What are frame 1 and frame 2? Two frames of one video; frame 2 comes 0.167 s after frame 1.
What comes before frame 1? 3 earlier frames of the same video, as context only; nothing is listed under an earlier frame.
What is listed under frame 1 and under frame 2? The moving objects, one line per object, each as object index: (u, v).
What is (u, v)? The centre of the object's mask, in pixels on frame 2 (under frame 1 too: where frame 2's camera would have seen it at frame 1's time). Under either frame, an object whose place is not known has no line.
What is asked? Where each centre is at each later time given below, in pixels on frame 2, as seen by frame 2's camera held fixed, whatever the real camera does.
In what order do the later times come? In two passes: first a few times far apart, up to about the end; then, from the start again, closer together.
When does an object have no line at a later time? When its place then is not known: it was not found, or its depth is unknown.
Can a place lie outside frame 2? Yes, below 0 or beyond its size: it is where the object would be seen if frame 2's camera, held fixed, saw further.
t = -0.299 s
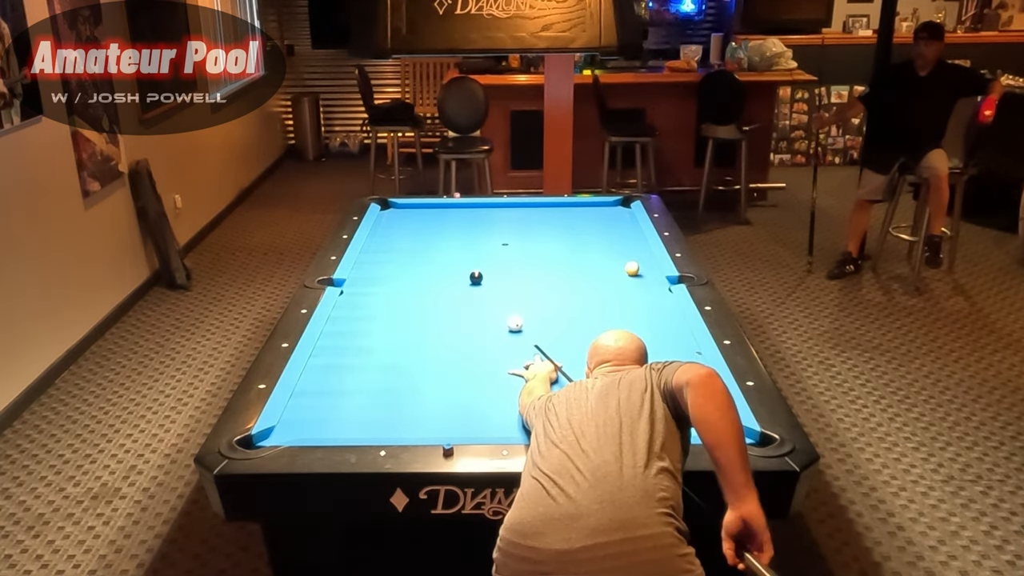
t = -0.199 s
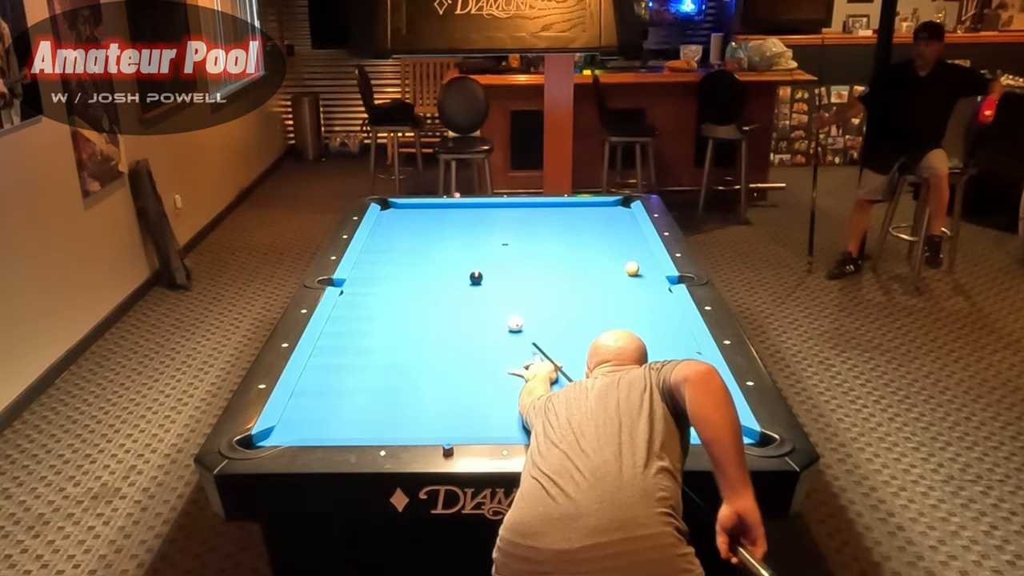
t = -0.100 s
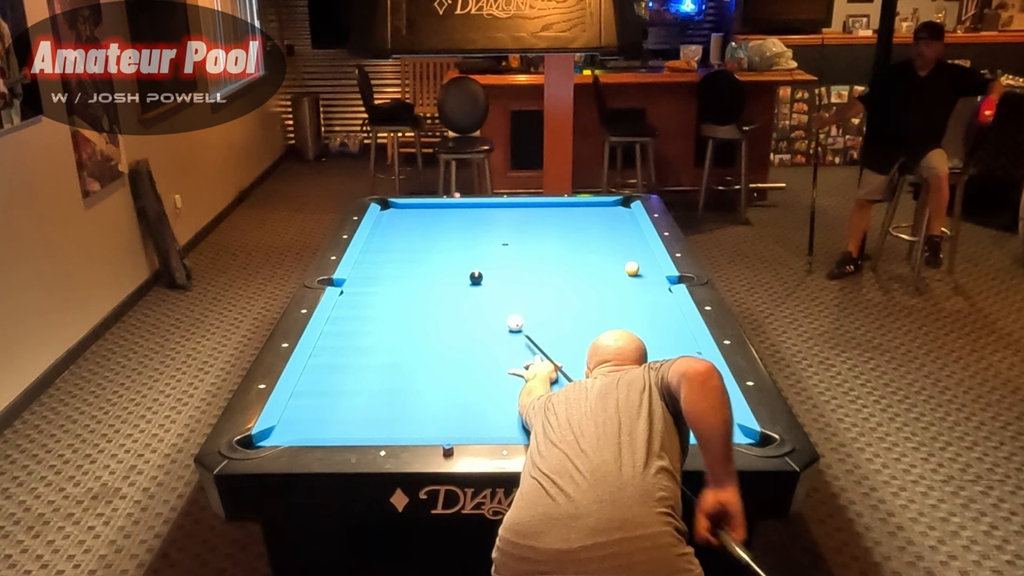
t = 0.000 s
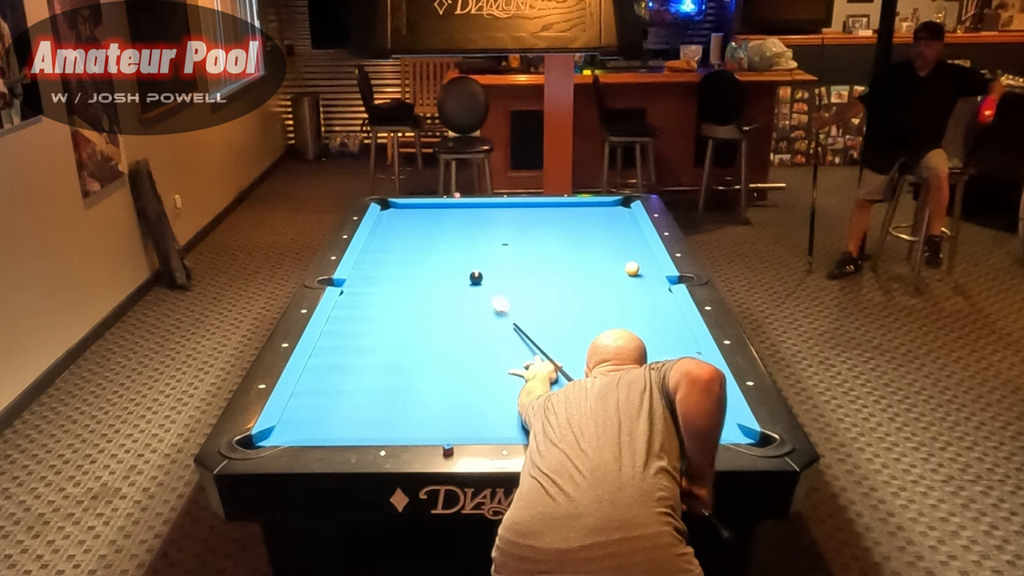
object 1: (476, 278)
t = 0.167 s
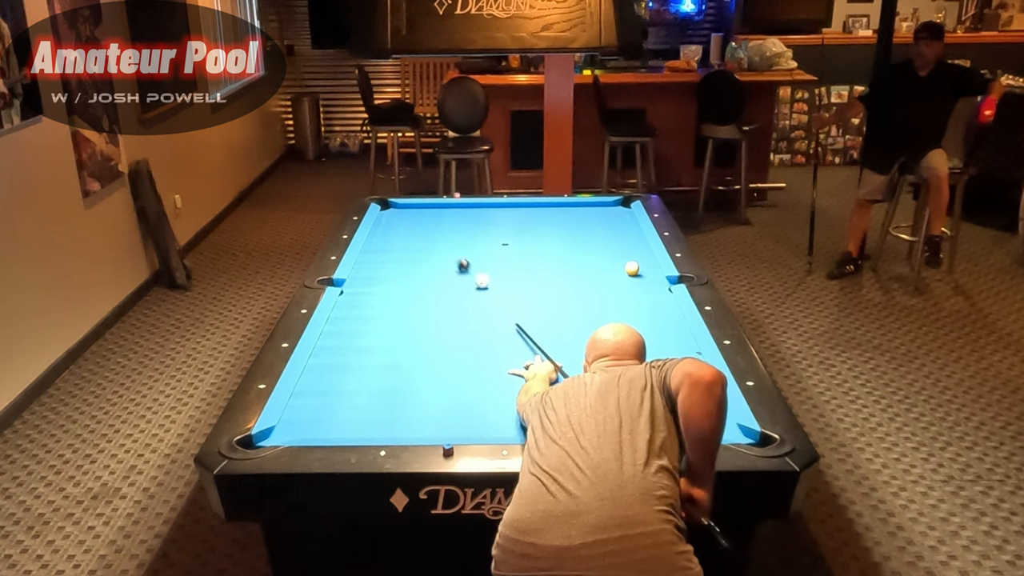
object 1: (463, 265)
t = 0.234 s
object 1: (452, 255)
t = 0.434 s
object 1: (427, 232)
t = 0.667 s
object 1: (404, 210)
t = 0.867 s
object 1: (385, 211)
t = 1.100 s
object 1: (397, 219)
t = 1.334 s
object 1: (409, 226)
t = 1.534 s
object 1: (420, 232)
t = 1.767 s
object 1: (433, 239)
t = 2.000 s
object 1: (446, 246)
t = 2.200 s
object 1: (457, 253)
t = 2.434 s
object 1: (470, 260)
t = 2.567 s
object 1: (475, 264)
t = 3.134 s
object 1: (487, 276)
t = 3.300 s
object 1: (490, 280)
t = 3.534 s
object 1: (489, 283)
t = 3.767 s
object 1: (487, 286)
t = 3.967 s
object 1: (487, 288)
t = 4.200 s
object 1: (486, 290)
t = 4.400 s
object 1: (486, 291)
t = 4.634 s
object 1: (486, 292)
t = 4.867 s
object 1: (486, 293)
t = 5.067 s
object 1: (487, 294)
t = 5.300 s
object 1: (487, 294)
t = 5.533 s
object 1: (487, 294)
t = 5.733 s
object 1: (487, 294)
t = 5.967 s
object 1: (487, 294)
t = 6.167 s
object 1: (487, 294)
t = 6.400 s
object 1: (487, 294)
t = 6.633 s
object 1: (487, 294)
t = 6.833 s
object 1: (487, 294)
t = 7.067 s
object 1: (487, 294)
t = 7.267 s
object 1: (487, 294)
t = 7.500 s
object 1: (487, 293)
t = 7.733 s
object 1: (487, 294)
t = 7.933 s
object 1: (487, 294)
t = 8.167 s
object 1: (487, 294)
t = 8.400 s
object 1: (487, 294)
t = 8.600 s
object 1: (487, 294)
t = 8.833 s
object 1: (487, 294)
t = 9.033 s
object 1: (487, 294)
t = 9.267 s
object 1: (487, 293)
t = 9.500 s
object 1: (487, 293)
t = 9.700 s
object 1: (487, 293)
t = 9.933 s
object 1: (487, 293)
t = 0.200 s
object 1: (458, 260)
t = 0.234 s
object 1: (452, 255)
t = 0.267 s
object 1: (447, 250)
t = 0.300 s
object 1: (443, 246)
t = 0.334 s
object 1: (438, 243)
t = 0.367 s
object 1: (434, 238)
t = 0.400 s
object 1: (431, 235)
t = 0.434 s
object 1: (427, 232)
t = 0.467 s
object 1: (423, 228)
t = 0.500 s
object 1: (420, 225)
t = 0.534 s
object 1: (417, 222)
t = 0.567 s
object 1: (413, 218)
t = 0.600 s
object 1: (410, 216)
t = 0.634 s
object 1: (407, 213)
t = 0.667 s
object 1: (404, 210)
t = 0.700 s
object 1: (401, 208)
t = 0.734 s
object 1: (397, 205)
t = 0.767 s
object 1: (393, 207)
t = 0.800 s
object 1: (389, 209)
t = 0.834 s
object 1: (387, 210)
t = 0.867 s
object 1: (385, 211)
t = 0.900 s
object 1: (387, 212)
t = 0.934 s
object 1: (389, 213)
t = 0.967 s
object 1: (390, 215)
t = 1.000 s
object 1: (392, 216)
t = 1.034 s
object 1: (394, 217)
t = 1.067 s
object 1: (395, 218)
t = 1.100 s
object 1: (397, 219)
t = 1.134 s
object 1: (399, 220)
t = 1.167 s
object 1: (401, 221)
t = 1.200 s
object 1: (403, 222)
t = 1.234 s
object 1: (404, 223)
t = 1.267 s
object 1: (406, 223)
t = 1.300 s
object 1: (408, 225)
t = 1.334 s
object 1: (409, 226)
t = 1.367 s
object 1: (411, 227)
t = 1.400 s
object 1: (413, 228)
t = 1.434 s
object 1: (415, 229)
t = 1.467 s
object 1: (417, 230)
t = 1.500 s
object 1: (419, 231)
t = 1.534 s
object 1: (420, 232)
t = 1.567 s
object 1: (422, 233)
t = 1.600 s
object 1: (424, 234)
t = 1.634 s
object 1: (426, 235)
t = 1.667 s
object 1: (427, 236)
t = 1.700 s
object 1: (429, 237)
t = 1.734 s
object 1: (431, 238)
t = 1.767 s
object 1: (433, 239)
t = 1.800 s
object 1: (435, 240)
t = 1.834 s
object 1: (437, 241)
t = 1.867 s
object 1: (438, 242)
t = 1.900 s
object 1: (440, 243)
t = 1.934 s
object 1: (442, 244)
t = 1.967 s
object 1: (444, 245)
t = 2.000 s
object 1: (446, 246)
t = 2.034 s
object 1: (448, 247)
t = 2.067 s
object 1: (450, 248)
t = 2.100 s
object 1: (451, 249)
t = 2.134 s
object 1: (453, 251)
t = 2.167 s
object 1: (455, 251)
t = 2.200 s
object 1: (457, 253)
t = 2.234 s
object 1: (459, 254)
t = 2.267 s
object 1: (461, 255)
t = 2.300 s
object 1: (463, 256)
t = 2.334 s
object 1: (465, 257)
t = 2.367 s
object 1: (467, 258)
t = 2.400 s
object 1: (468, 259)
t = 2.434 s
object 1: (470, 260)
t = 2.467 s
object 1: (472, 261)
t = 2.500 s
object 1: (473, 262)
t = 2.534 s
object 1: (474, 262)
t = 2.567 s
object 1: (475, 264)
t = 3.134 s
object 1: (487, 276)
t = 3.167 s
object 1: (487, 278)
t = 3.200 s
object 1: (488, 278)
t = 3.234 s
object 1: (489, 279)
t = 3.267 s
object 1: (489, 279)
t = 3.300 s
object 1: (490, 280)
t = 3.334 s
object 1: (490, 280)
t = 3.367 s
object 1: (490, 281)
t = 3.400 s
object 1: (490, 281)
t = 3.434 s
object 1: (489, 282)
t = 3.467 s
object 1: (489, 282)
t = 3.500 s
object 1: (489, 283)
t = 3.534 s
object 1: (489, 283)
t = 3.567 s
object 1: (488, 283)
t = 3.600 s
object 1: (488, 284)
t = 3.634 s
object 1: (488, 284)
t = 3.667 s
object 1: (488, 285)
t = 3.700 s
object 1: (488, 285)
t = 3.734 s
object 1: (488, 286)
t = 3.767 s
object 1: (487, 286)
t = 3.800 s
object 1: (487, 286)
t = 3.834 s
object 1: (487, 287)
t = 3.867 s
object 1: (487, 287)
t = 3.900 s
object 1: (487, 287)
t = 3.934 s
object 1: (487, 287)
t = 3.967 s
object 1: (487, 288)
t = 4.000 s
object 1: (486, 288)
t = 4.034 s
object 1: (486, 288)
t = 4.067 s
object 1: (486, 289)
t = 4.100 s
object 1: (486, 289)
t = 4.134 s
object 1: (486, 289)
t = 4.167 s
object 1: (486, 289)
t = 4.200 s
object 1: (486, 290)
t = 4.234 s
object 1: (486, 290)
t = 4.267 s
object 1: (486, 290)
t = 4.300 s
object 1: (486, 291)
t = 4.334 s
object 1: (486, 291)
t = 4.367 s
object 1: (486, 291)
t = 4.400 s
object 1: (486, 291)
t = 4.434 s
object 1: (486, 291)
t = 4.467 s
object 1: (486, 291)
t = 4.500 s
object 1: (486, 292)
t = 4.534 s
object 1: (486, 292)
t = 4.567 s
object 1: (486, 292)
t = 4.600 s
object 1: (486, 292)
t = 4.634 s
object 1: (486, 292)
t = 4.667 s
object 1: (486, 293)
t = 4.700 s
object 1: (486, 292)
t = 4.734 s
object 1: (486, 293)
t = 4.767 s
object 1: (486, 293)
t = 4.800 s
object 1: (486, 293)
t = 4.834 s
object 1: (486, 293)
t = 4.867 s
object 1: (486, 293)
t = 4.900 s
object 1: (486, 293)
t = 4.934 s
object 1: (486, 293)
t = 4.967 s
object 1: (486, 294)
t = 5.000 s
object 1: (486, 294)
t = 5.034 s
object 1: (487, 294)
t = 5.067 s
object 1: (487, 294)
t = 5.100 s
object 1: (487, 294)
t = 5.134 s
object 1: (487, 294)
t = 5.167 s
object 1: (487, 294)
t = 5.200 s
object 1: (487, 294)
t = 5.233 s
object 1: (487, 294)
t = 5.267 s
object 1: (487, 294)
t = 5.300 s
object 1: (487, 294)
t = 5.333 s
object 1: (487, 294)
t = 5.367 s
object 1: (487, 294)
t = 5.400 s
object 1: (487, 294)
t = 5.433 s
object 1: (487, 294)
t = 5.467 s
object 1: (487, 294)
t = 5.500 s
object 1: (487, 294)
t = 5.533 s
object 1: (487, 294)
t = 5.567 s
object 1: (487, 294)
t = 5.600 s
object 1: (487, 294)
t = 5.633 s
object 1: (487, 294)
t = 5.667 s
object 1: (487, 294)
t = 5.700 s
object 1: (487, 293)
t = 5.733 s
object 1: (487, 294)
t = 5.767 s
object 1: (487, 293)
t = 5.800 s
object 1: (487, 294)
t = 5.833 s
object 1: (487, 294)
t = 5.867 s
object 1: (487, 294)
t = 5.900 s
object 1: (487, 294)
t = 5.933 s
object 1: (487, 294)
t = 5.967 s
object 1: (487, 294)
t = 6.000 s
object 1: (487, 294)
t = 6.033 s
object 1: (487, 294)
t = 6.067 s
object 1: (487, 294)
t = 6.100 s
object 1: (487, 294)
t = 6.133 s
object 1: (487, 294)
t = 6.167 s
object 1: (487, 294)
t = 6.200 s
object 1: (487, 294)
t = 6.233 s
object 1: (487, 294)
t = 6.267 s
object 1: (487, 294)
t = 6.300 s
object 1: (487, 294)
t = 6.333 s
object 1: (487, 294)
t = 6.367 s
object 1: (487, 294)
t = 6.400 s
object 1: (487, 294)
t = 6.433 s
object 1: (487, 294)
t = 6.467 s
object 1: (487, 294)
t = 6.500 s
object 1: (487, 294)
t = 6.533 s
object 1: (487, 294)
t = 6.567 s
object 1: (487, 294)
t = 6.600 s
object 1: (487, 294)
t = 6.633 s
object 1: (487, 294)
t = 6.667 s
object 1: (487, 294)
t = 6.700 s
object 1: (487, 294)
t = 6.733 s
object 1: (487, 294)
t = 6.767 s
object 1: (487, 294)
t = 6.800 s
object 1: (487, 294)
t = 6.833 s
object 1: (487, 294)
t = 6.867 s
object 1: (487, 294)
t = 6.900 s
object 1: (487, 294)
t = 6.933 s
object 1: (487, 294)
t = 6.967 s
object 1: (487, 294)
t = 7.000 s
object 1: (487, 294)
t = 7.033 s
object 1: (487, 294)
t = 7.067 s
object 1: (487, 294)
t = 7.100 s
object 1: (487, 294)
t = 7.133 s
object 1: (487, 294)
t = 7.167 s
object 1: (487, 294)
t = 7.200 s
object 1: (487, 294)
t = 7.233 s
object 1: (487, 294)
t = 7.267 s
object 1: (487, 294)
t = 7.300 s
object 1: (487, 294)
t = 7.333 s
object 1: (487, 294)
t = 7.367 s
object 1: (487, 294)
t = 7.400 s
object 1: (487, 294)
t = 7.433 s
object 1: (487, 294)
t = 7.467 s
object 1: (487, 294)
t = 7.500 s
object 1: (487, 293)
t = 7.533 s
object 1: (487, 294)
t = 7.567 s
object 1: (487, 294)
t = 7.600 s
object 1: (487, 294)
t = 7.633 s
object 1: (487, 294)
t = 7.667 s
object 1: (487, 294)
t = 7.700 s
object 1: (487, 294)
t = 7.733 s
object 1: (487, 294)
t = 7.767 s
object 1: (487, 294)
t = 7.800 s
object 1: (487, 294)
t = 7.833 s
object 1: (487, 294)
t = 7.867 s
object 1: (487, 294)
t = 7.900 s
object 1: (487, 294)
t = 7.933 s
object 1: (487, 294)
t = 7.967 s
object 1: (487, 294)
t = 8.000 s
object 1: (487, 294)
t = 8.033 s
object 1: (487, 294)
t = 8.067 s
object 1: (487, 294)
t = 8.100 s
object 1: (487, 294)
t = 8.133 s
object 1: (487, 294)
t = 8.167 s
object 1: (487, 294)
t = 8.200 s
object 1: (487, 294)
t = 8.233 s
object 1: (487, 294)
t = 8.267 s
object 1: (487, 294)
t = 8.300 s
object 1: (487, 294)
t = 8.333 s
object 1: (487, 294)
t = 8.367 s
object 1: (487, 294)
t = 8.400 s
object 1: (487, 294)
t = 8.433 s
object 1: (487, 294)
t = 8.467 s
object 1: (487, 294)
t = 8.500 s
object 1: (487, 294)
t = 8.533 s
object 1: (487, 294)
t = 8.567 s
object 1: (487, 294)
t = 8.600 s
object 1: (487, 294)
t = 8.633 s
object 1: (487, 294)
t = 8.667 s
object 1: (487, 294)
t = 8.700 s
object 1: (487, 294)
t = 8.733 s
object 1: (487, 294)
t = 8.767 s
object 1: (487, 294)
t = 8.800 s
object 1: (487, 294)
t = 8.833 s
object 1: (487, 294)
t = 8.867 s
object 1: (487, 294)
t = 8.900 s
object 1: (487, 294)
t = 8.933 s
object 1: (487, 293)
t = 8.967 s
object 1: (487, 294)
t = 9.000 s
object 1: (487, 293)
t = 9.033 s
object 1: (487, 294)
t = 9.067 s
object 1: (487, 294)
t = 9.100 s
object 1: (487, 293)
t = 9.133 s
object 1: (487, 293)
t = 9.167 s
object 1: (487, 293)
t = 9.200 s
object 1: (487, 293)
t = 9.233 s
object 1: (487, 293)
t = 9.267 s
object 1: (487, 293)
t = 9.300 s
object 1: (487, 293)
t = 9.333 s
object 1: (487, 293)
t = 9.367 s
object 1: (487, 293)
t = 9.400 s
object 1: (487, 293)
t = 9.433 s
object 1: (487, 293)
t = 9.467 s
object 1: (487, 293)
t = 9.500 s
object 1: (487, 293)
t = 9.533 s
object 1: (487, 293)
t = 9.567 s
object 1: (487, 293)
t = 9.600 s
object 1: (487, 293)
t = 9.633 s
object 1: (487, 293)
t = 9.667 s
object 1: (487, 293)
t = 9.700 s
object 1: (487, 293)
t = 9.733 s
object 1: (487, 293)
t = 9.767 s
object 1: (487, 293)
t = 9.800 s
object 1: (487, 293)
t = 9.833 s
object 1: (487, 293)
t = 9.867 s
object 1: (487, 293)
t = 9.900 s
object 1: (487, 293)
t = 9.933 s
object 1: (487, 293)
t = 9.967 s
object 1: (487, 293)
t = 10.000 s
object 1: (487, 293)
